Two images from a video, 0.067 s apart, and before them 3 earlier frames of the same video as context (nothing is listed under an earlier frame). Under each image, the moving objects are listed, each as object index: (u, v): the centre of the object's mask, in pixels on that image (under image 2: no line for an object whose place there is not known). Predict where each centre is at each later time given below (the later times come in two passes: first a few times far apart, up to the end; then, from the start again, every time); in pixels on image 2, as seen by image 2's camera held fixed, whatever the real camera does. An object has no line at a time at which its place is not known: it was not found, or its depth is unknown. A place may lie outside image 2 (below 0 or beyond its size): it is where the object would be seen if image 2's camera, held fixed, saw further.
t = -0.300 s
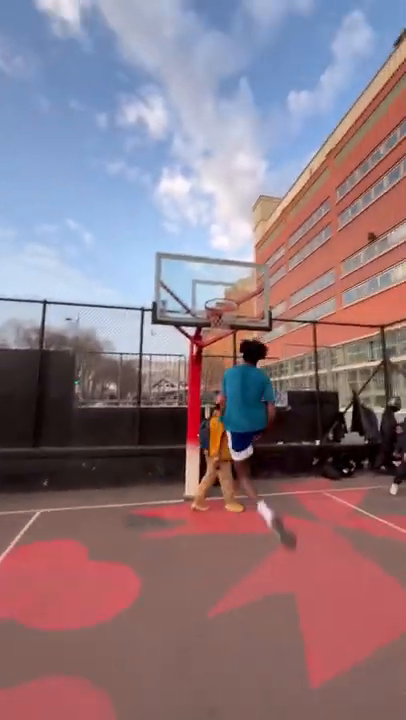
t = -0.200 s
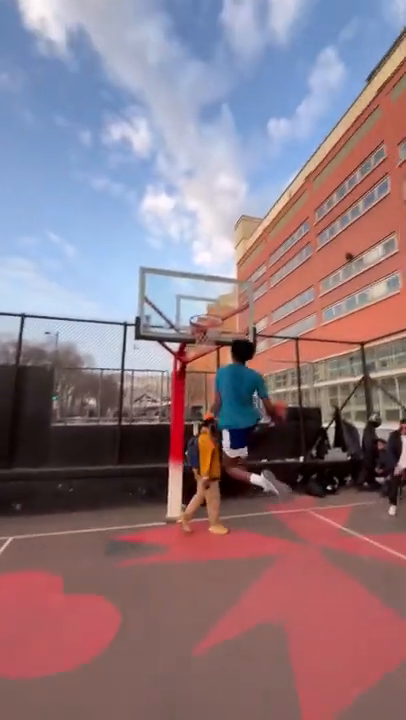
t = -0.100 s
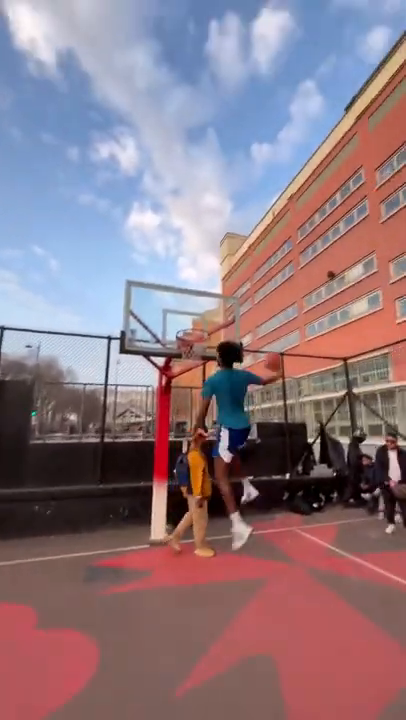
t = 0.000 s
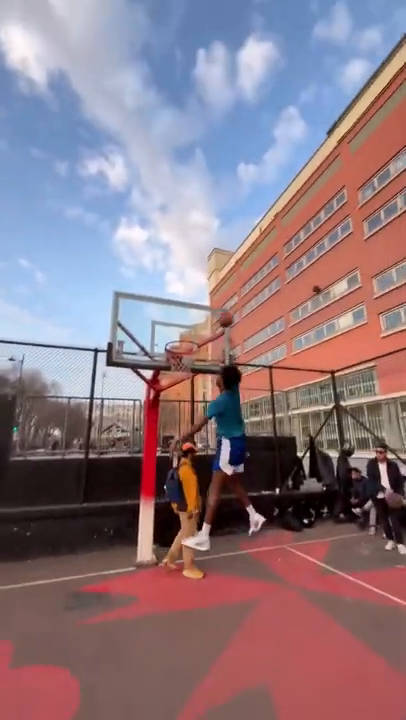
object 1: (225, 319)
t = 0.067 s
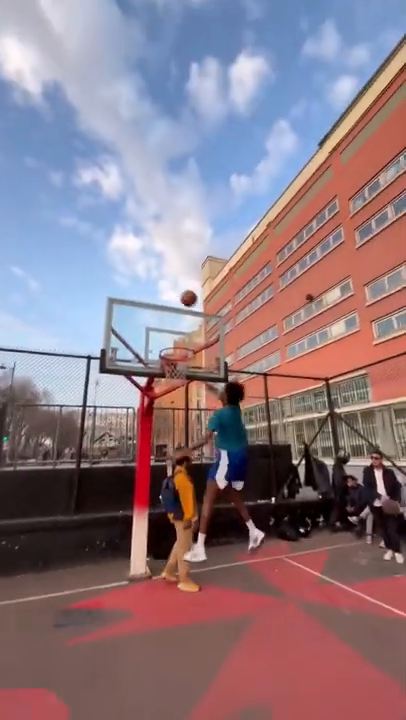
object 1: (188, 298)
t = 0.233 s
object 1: (120, 250)
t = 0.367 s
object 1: (75, 228)
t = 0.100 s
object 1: (174, 286)
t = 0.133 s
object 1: (159, 275)
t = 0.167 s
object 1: (146, 266)
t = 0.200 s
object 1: (133, 258)
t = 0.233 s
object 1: (120, 250)
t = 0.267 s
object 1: (108, 244)
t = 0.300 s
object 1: (97, 238)
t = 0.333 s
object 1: (85, 233)
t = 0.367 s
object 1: (75, 228)
